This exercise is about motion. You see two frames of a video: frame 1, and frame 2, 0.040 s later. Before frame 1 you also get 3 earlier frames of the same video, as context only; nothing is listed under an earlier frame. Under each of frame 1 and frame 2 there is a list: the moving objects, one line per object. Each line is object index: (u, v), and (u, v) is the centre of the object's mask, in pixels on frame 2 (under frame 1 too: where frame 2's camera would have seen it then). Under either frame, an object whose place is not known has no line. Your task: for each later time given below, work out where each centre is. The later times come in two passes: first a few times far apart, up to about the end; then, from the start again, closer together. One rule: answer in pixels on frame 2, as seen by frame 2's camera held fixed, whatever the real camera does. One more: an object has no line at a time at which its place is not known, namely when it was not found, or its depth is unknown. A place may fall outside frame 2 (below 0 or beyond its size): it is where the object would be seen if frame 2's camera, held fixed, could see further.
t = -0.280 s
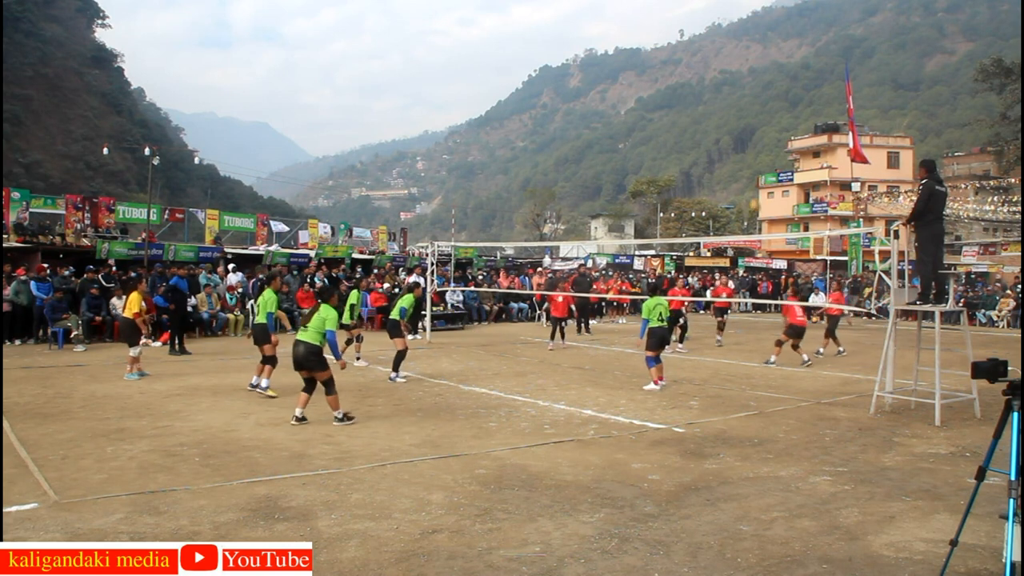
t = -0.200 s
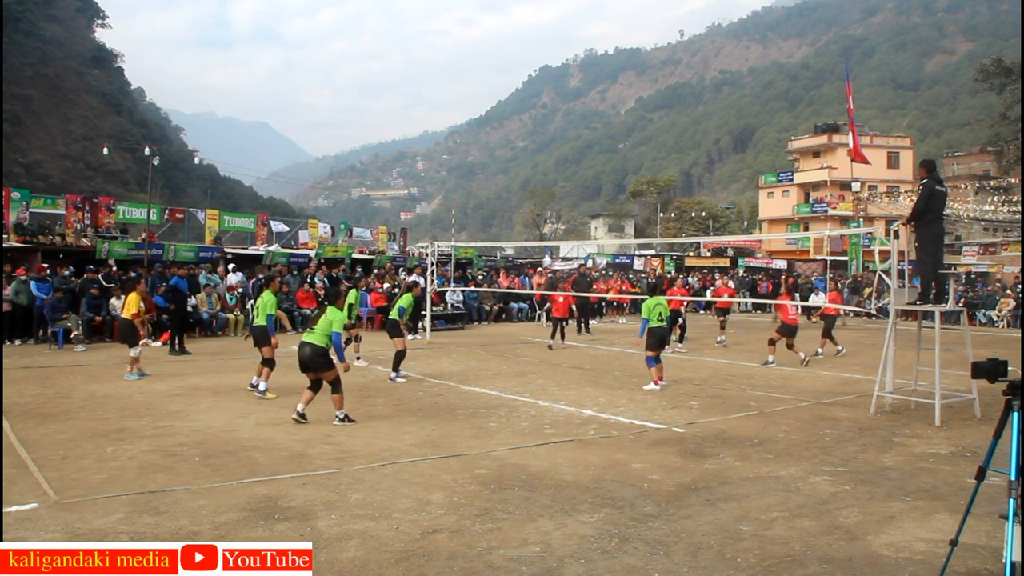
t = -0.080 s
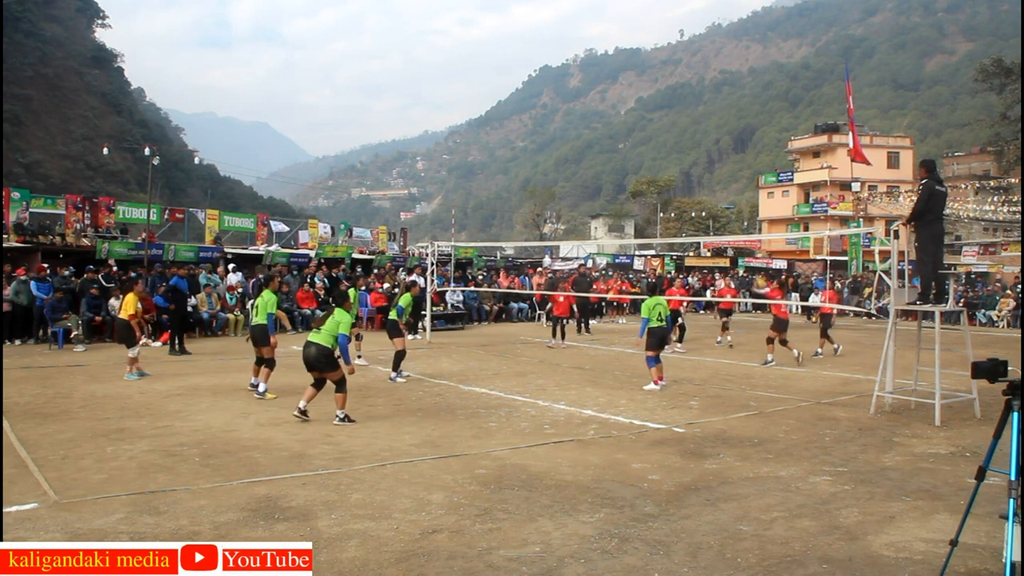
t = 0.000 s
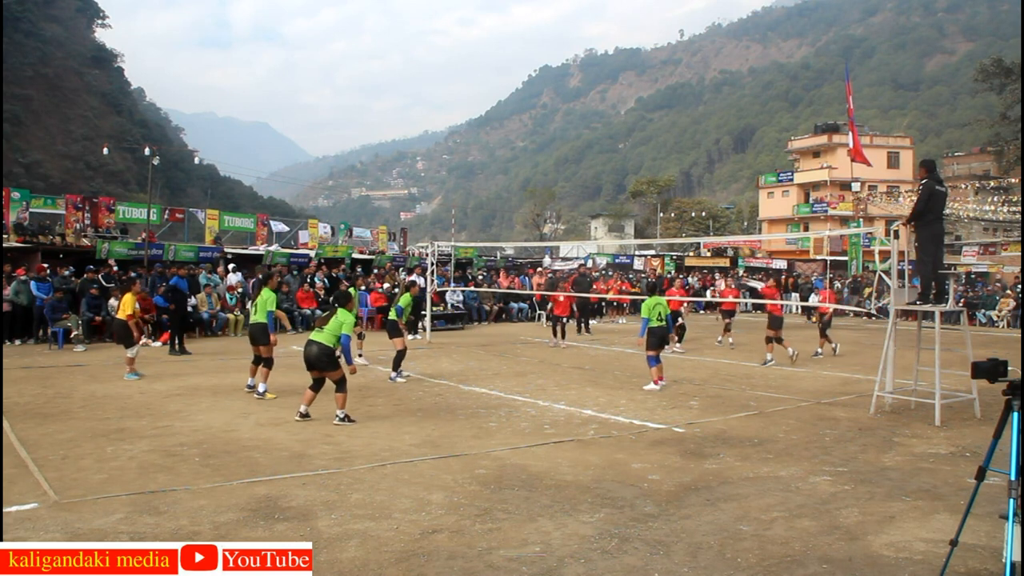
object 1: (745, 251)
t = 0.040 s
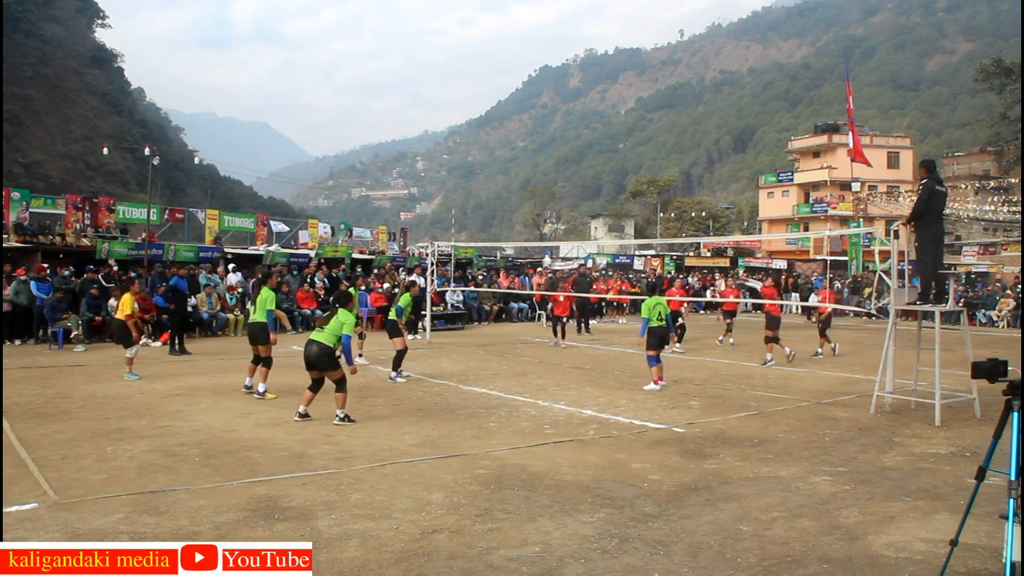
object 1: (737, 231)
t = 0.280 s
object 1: (690, 165)
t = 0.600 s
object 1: (617, 112)
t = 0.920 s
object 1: (532, 124)
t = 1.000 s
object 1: (508, 140)
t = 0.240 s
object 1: (697, 175)
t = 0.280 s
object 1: (690, 165)
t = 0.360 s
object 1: (672, 146)
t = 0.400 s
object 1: (664, 138)
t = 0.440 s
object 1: (655, 132)
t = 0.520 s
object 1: (635, 119)
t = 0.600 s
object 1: (617, 112)
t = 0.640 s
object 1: (607, 109)
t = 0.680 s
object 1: (597, 108)
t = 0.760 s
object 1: (577, 108)
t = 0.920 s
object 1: (532, 124)
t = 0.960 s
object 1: (520, 131)
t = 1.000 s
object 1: (508, 140)
